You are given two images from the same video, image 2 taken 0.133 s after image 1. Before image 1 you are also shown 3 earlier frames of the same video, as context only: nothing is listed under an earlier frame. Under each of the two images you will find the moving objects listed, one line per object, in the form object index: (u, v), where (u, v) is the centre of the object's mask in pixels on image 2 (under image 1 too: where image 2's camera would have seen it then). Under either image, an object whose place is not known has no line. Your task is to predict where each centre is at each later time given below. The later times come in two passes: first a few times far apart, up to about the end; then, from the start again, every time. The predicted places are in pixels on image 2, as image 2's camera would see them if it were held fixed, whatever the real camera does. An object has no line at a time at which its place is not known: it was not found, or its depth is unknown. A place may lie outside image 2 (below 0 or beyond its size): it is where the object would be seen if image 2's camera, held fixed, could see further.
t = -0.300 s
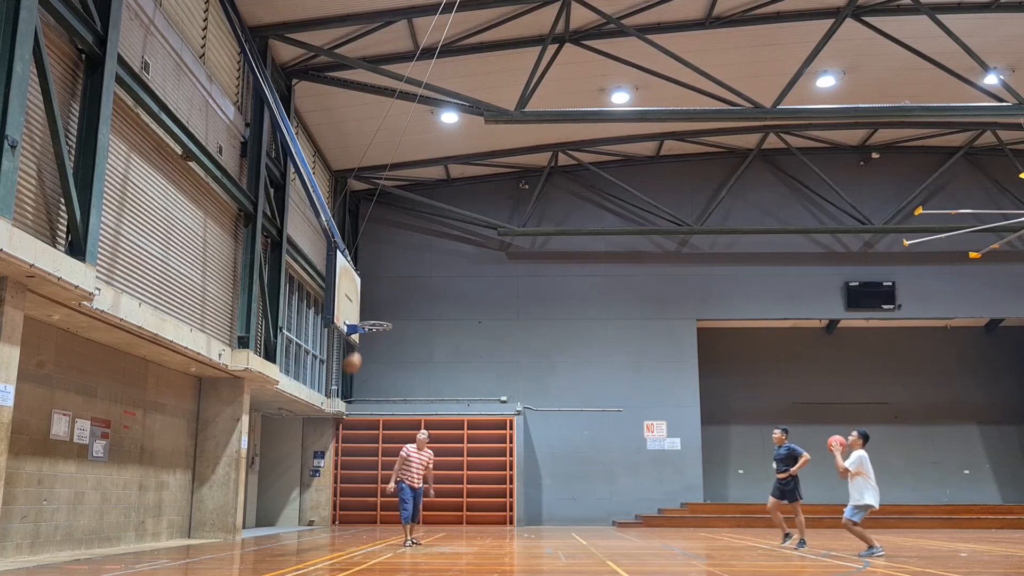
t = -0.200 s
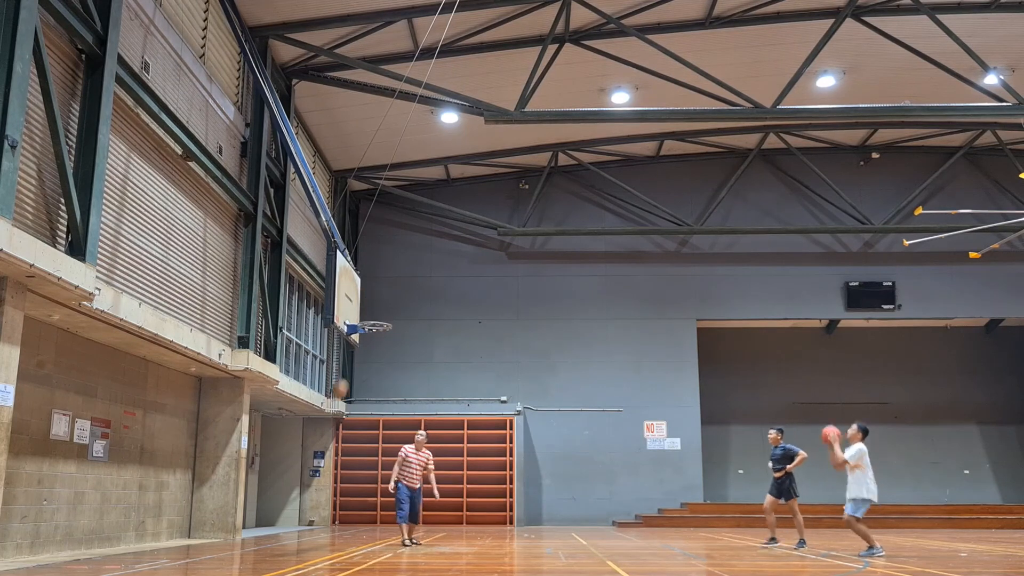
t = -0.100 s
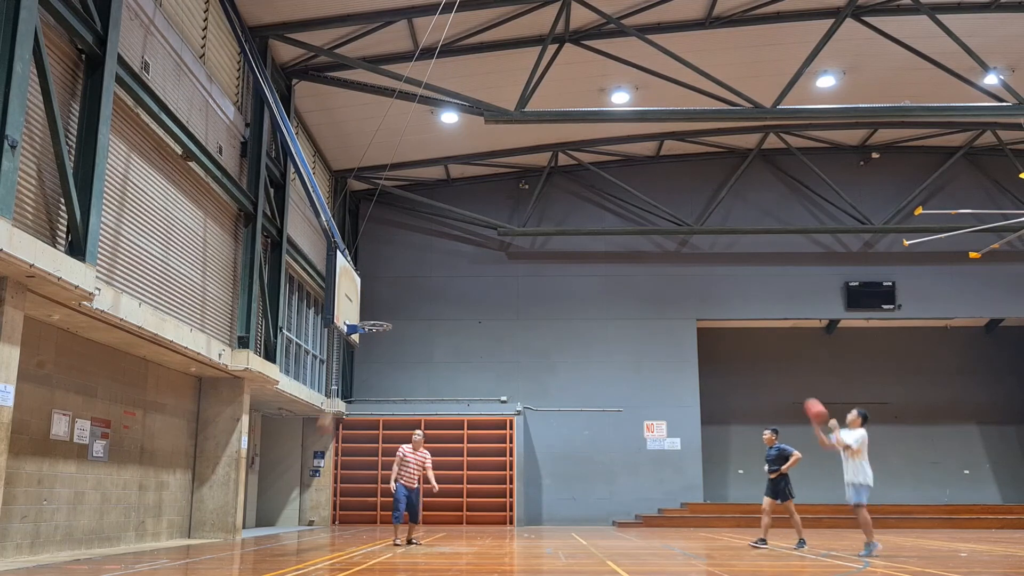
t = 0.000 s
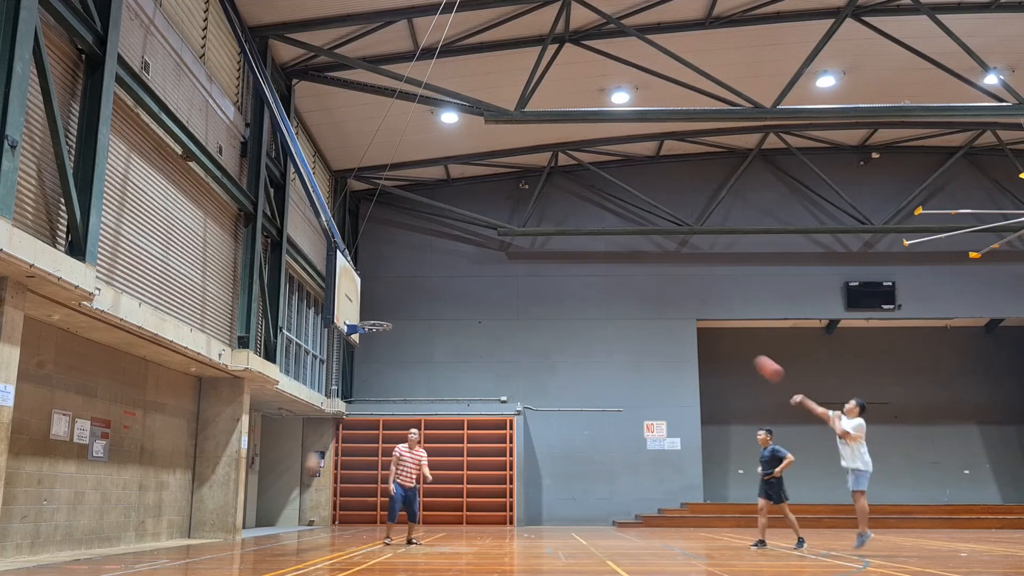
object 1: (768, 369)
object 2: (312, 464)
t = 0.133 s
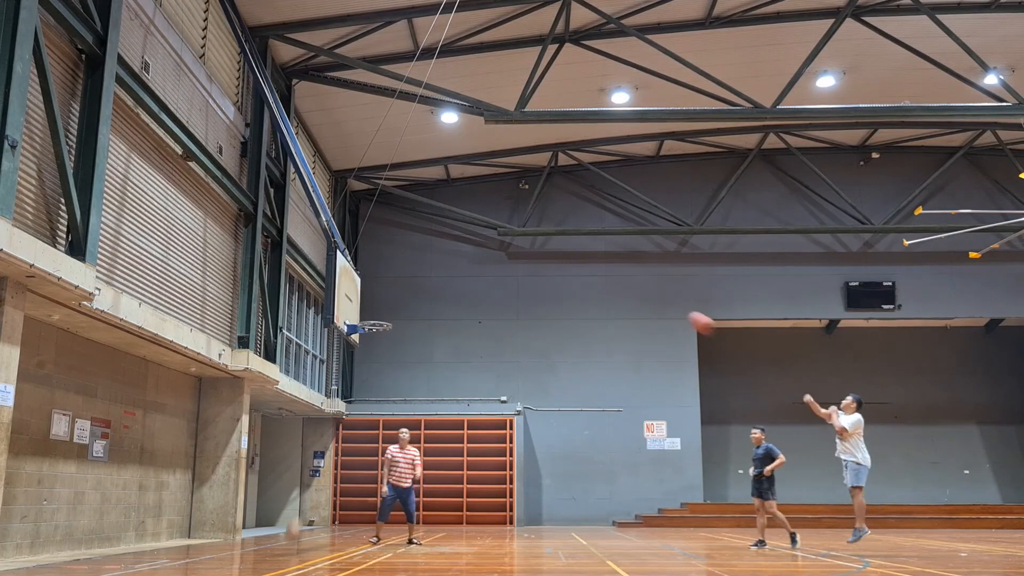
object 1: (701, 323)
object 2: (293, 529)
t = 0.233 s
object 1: (651, 298)
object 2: (286, 507)
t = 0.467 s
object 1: (543, 268)
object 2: (273, 440)
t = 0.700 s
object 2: (258, 411)
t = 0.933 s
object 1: (366, 313)
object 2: (242, 419)
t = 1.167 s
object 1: (360, 353)
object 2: (223, 464)
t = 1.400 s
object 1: (344, 419)
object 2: (202, 533)
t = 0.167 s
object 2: (290, 532)
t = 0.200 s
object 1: (667, 305)
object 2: (287, 519)
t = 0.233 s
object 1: (651, 298)
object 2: (286, 507)
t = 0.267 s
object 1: (636, 291)
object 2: (285, 494)
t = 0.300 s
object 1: (620, 285)
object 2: (283, 483)
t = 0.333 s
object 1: (604, 280)
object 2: (282, 472)
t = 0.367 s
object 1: (589, 276)
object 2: (280, 463)
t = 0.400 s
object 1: (574, 272)
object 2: (278, 453)
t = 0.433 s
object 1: (559, 270)
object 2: (275, 446)
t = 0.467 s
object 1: (543, 268)
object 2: (273, 440)
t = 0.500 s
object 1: (529, 266)
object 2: (271, 433)
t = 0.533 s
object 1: (514, 266)
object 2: (268, 428)
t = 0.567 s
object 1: (499, 266)
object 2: (266, 423)
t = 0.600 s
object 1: (484, 266)
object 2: (265, 419)
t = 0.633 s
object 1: (470, 268)
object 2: (262, 416)
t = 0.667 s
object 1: (455, 271)
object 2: (260, 413)
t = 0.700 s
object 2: (258, 411)
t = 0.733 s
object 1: (426, 278)
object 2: (256, 410)
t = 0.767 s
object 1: (411, 283)
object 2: (253, 409)
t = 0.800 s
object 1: (397, 288)
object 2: (251, 410)
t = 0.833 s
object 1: (382, 294)
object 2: (249, 411)
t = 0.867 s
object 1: (369, 300)
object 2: (246, 414)
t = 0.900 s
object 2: (245, 416)
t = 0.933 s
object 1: (366, 313)
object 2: (242, 419)
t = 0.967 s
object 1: (373, 316)
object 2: (240, 422)
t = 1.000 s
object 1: (382, 327)
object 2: (238, 428)
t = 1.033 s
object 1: (376, 331)
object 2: (234, 433)
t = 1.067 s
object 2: (232, 440)
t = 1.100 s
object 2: (229, 448)
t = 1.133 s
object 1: (362, 347)
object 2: (225, 456)
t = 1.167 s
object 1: (360, 353)
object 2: (223, 464)
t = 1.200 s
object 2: (220, 473)
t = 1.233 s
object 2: (216, 484)
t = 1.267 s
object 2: (214, 495)
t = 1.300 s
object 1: (350, 386)
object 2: (211, 508)
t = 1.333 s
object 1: (349, 394)
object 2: (207, 521)
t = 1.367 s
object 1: (346, 405)
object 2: (205, 532)
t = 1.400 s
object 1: (344, 419)
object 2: (202, 533)
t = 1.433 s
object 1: (343, 428)
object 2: (200, 523)
